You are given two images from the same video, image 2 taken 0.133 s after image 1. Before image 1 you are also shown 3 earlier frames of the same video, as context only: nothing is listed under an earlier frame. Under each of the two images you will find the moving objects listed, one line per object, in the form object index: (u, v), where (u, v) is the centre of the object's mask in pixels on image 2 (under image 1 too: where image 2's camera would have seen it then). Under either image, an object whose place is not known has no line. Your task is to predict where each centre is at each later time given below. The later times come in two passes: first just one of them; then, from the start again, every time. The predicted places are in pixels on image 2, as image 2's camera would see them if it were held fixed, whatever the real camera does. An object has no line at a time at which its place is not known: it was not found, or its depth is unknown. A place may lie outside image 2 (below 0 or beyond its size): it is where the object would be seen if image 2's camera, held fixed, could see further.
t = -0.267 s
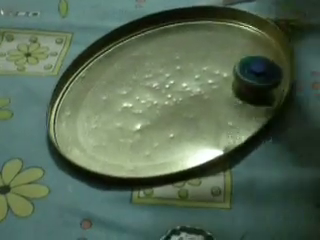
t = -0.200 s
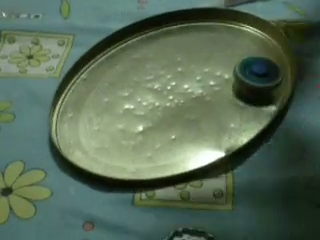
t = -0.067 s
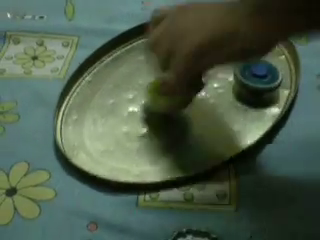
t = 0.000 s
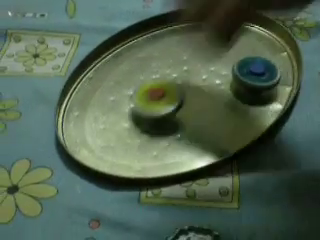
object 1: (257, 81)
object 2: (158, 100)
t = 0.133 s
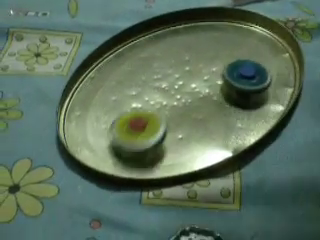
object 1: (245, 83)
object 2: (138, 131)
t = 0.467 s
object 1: (211, 94)
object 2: (112, 148)
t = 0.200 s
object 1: (238, 85)
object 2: (125, 150)
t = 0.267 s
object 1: (231, 87)
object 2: (122, 151)
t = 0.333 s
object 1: (224, 90)
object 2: (119, 149)
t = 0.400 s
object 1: (218, 92)
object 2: (115, 149)
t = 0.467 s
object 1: (211, 94)
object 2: (112, 148)
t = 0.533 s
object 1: (207, 97)
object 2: (108, 147)
